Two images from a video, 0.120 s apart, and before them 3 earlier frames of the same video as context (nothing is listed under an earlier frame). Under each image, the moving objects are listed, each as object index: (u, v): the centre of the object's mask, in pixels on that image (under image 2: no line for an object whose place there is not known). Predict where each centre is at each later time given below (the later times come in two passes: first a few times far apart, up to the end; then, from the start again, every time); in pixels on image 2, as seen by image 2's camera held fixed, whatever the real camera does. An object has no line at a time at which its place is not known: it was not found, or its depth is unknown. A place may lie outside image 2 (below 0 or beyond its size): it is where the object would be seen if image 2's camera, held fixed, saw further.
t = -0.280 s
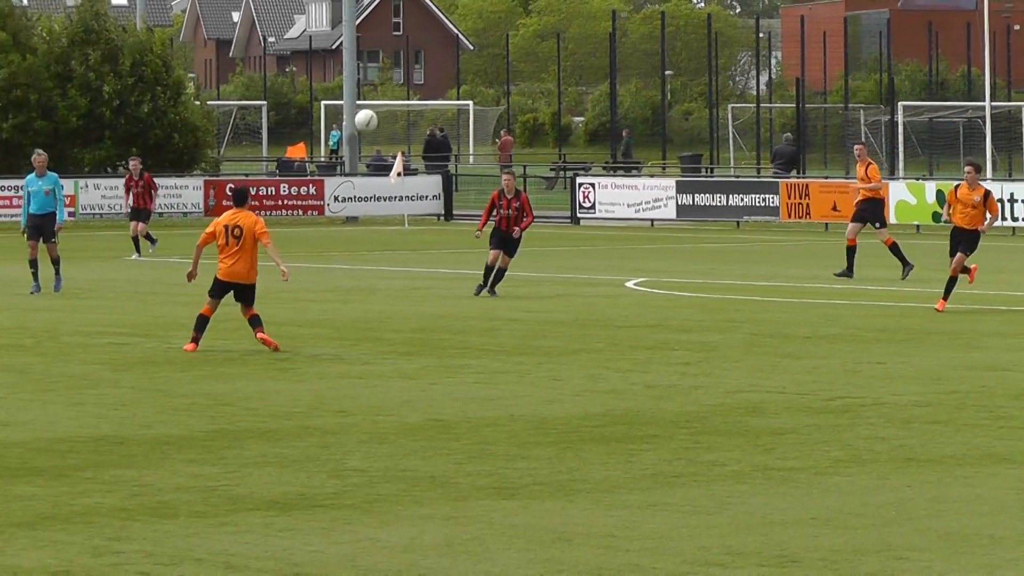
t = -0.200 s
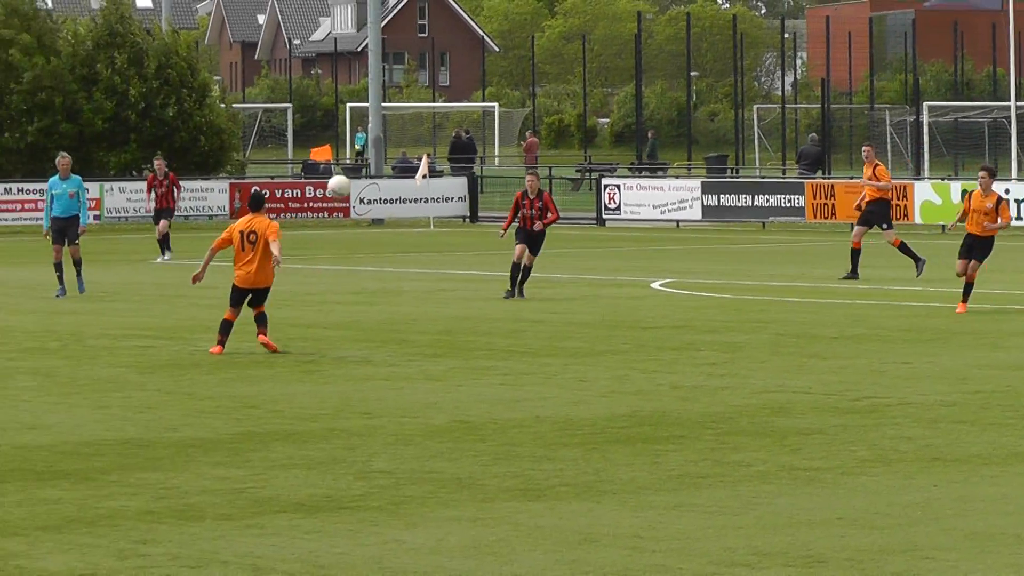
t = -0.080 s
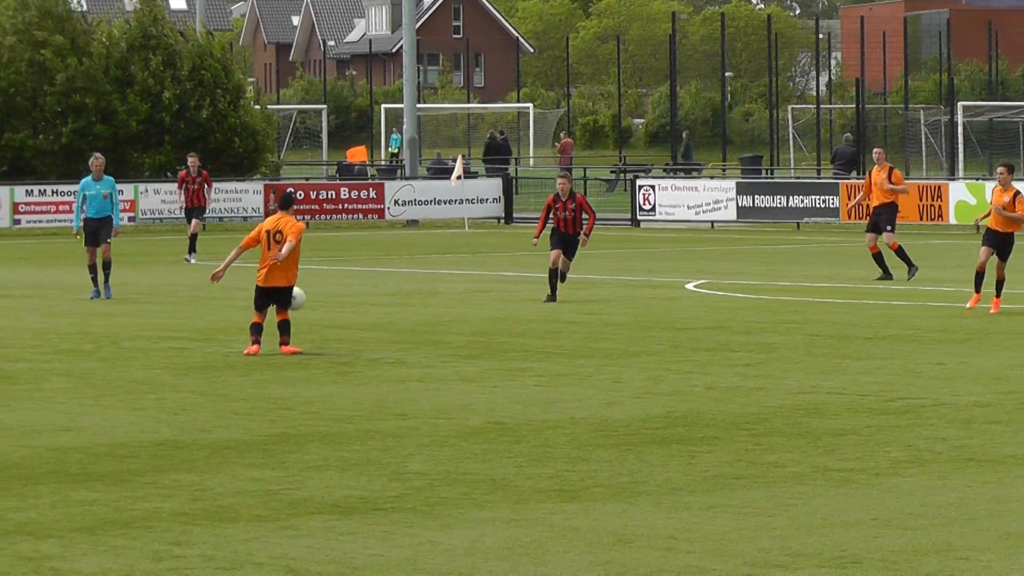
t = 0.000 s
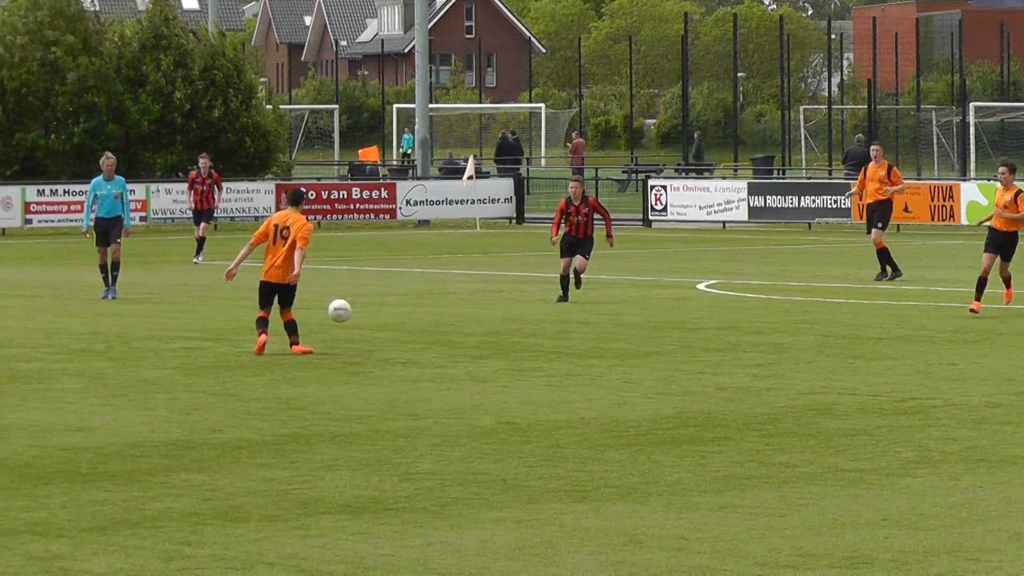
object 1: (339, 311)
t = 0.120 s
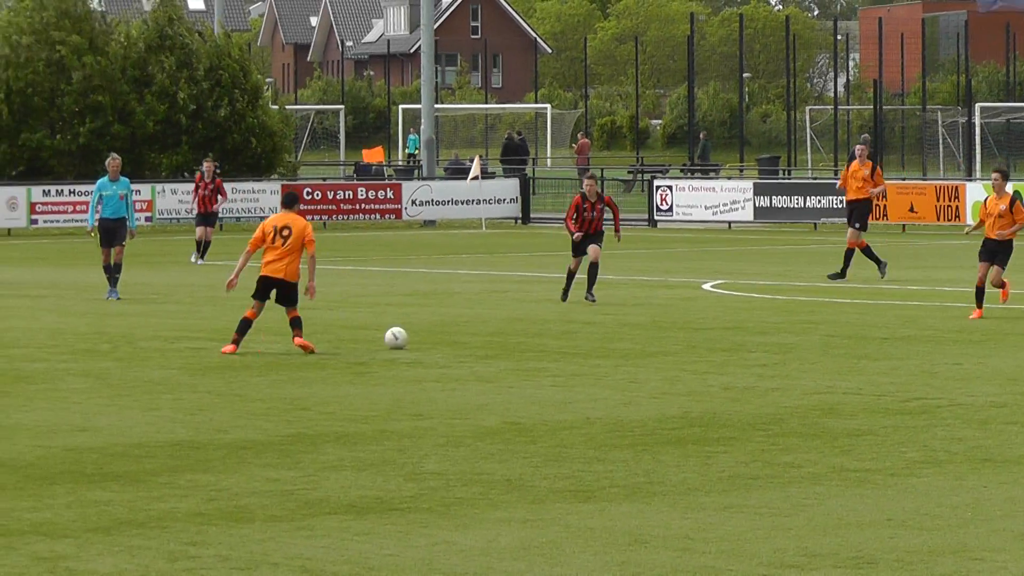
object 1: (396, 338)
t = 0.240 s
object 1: (442, 320)
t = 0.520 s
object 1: (543, 335)
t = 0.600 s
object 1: (571, 327)
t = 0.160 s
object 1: (412, 331)
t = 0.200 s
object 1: (427, 325)
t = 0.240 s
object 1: (442, 320)
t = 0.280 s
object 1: (457, 318)
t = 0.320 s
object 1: (472, 317)
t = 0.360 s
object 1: (487, 318)
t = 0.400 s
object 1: (501, 321)
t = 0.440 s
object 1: (515, 325)
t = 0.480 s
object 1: (529, 331)
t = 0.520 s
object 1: (543, 335)
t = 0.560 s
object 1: (557, 330)
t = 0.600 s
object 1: (571, 327)
